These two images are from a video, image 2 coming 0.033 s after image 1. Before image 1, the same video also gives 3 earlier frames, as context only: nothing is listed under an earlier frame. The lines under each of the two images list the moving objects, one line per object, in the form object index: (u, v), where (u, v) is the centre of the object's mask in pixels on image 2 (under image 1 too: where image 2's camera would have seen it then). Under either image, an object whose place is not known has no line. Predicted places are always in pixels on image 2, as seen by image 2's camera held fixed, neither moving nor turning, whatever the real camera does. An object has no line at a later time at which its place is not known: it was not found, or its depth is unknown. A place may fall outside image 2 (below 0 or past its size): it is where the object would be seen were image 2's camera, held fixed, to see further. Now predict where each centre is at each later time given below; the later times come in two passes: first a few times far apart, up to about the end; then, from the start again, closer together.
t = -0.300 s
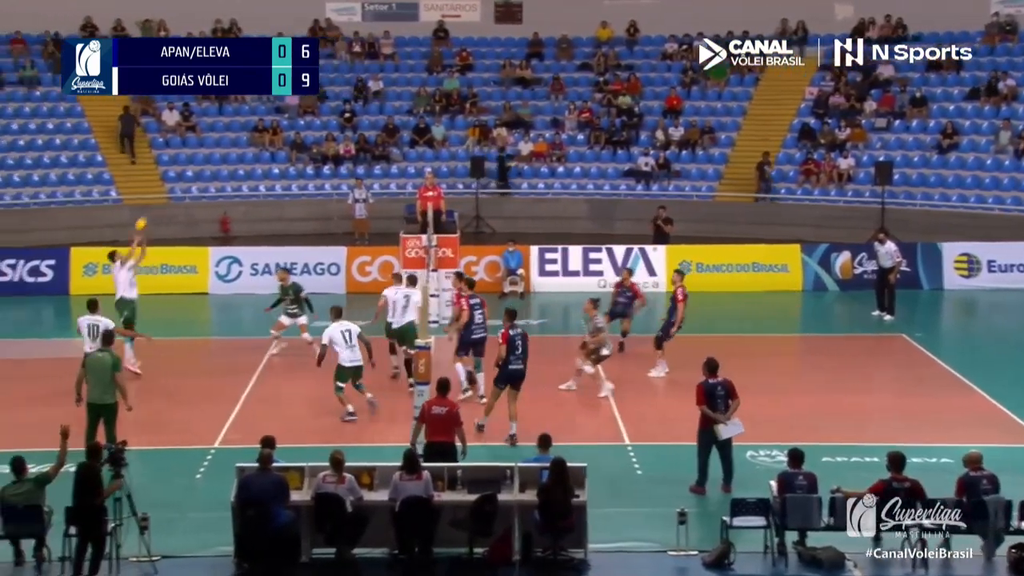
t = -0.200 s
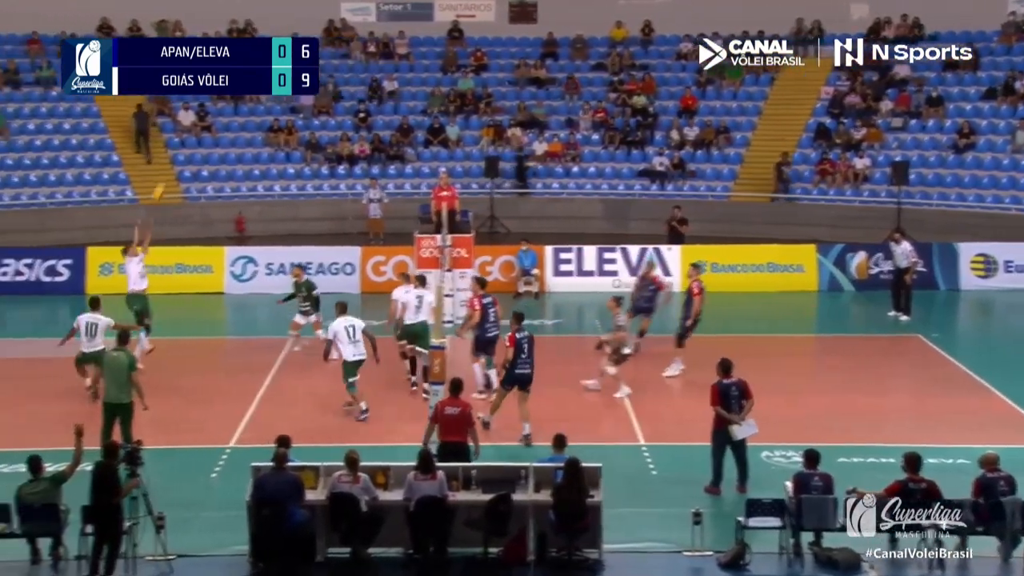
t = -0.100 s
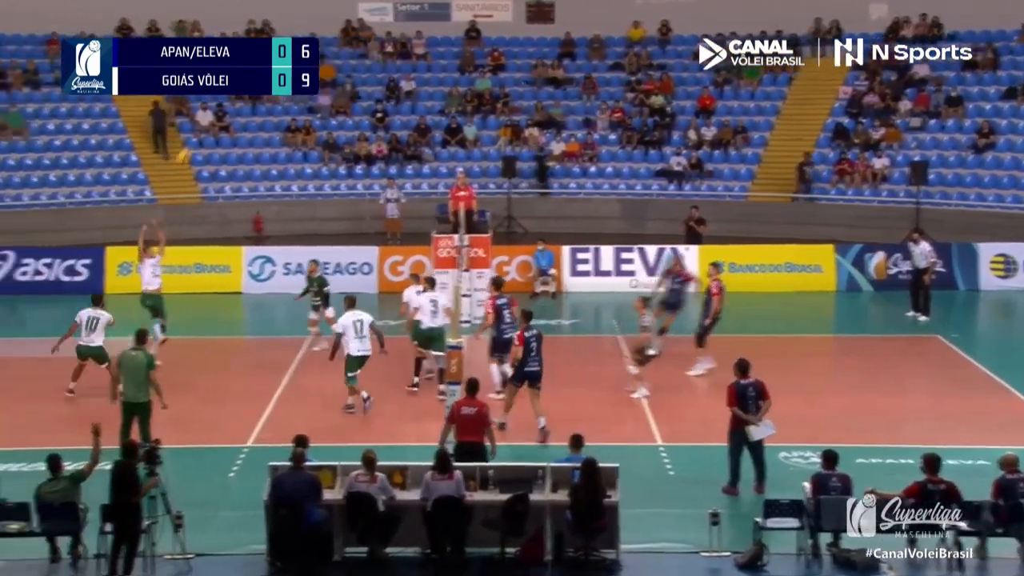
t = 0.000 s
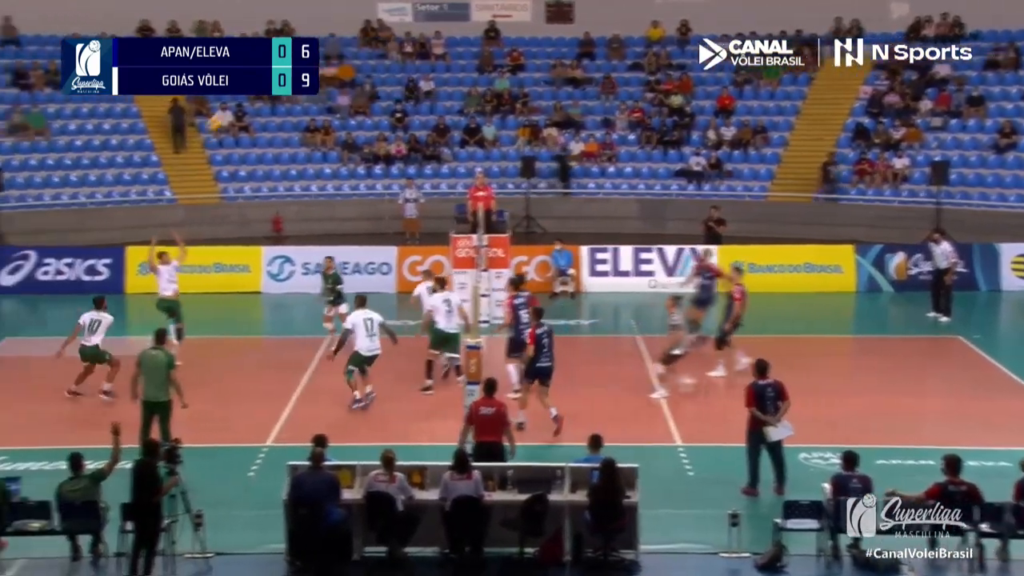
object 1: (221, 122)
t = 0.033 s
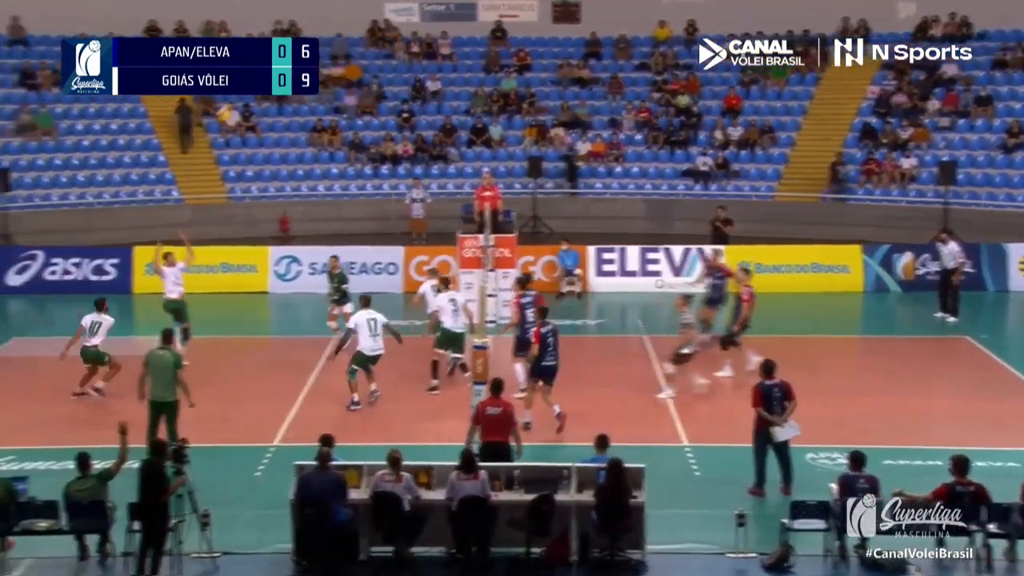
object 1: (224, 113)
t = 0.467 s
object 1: (266, 47)
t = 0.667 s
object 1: (286, 56)
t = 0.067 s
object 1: (228, 104)
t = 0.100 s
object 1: (230, 100)
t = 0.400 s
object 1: (262, 49)
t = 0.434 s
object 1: (263, 48)
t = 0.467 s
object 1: (266, 47)
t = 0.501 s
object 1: (269, 47)
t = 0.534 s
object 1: (272, 48)
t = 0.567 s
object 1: (275, 49)
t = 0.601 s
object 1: (279, 51)
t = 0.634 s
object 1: (283, 53)
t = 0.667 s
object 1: (286, 56)
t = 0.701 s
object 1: (289, 60)
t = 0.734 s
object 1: (293, 64)
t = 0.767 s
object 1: (297, 69)
